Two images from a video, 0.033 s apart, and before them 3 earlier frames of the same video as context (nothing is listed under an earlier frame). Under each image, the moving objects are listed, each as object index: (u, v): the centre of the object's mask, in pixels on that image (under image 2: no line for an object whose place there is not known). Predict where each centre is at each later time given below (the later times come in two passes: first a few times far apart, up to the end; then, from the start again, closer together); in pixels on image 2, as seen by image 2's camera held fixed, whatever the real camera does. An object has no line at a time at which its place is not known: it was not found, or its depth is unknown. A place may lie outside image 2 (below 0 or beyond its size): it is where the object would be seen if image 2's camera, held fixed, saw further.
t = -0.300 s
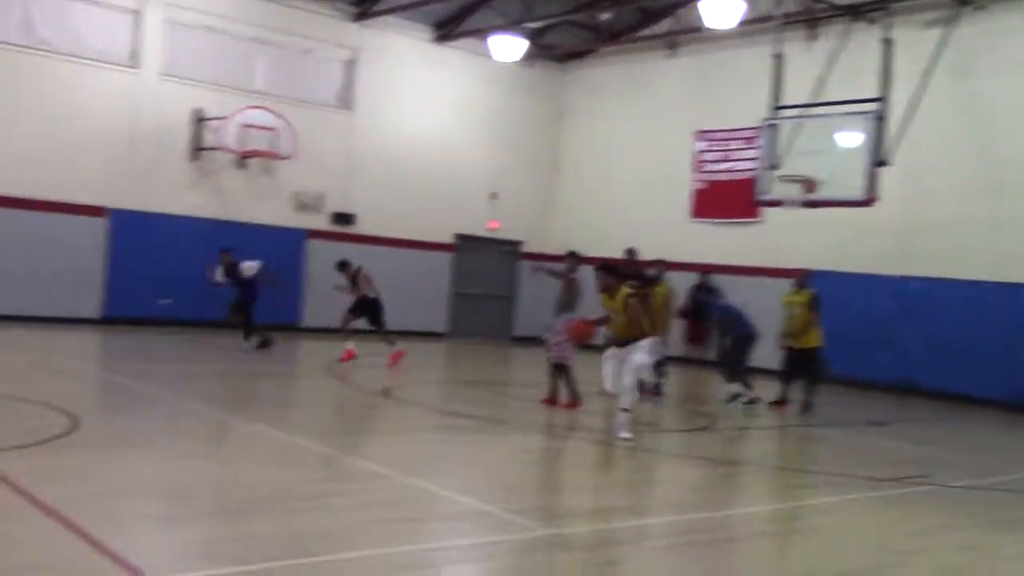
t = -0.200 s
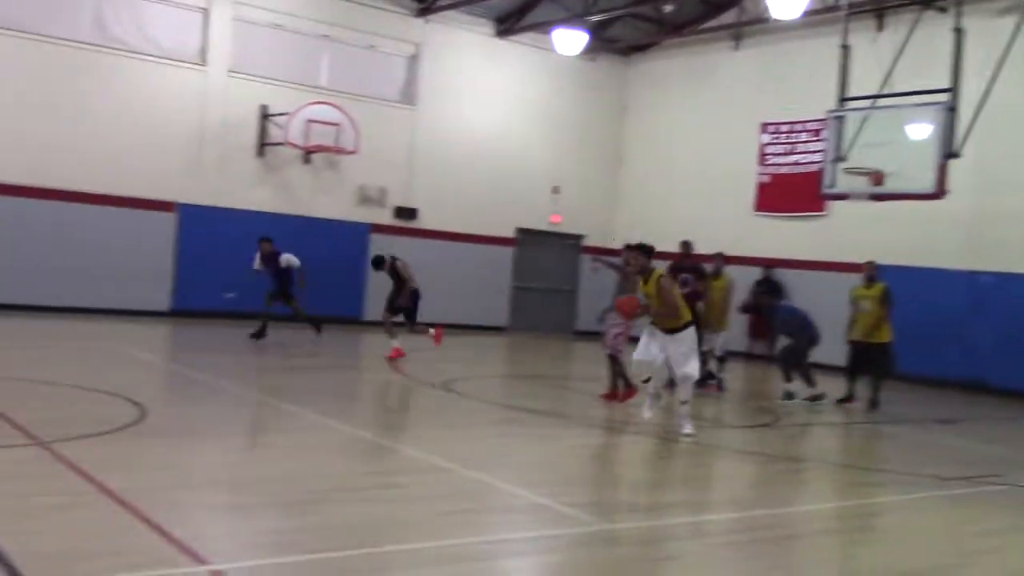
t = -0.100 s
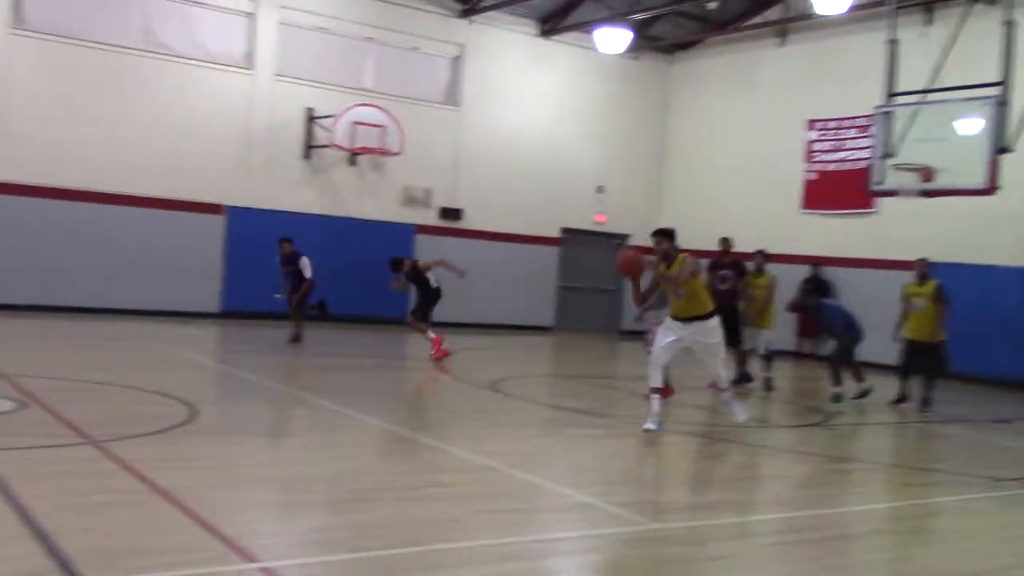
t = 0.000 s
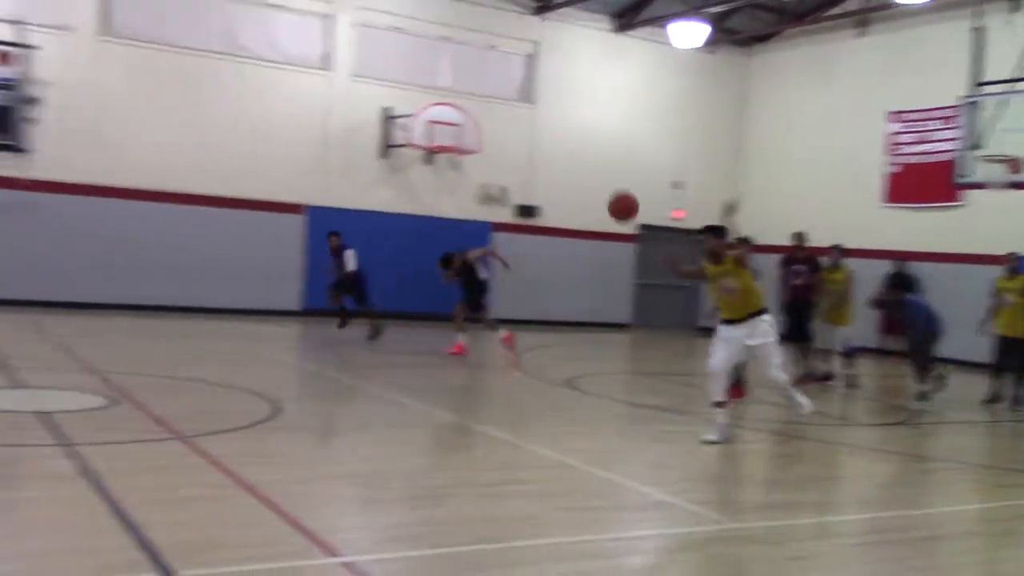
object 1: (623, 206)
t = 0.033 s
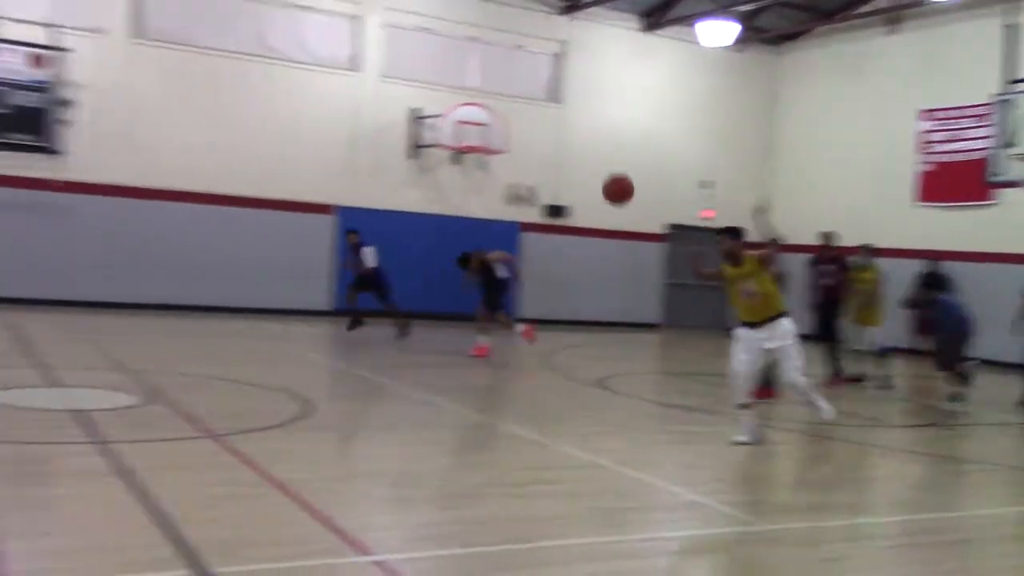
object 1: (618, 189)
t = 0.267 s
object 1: (344, 90)
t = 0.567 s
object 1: (-195, 47)
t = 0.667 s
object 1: (-452, 65)
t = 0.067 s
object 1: (583, 172)
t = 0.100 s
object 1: (548, 157)
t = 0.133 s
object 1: (509, 142)
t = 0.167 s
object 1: (473, 127)
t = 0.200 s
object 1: (435, 114)
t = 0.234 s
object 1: (389, 101)
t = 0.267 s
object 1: (344, 90)
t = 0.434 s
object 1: (78, 51)
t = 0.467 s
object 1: (18, 48)
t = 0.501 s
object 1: (-48, 45)
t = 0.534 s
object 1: (-120, 46)
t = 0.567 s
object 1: (-195, 47)
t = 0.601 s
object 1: (-275, 50)
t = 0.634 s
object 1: (-361, 57)
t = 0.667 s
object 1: (-452, 65)
